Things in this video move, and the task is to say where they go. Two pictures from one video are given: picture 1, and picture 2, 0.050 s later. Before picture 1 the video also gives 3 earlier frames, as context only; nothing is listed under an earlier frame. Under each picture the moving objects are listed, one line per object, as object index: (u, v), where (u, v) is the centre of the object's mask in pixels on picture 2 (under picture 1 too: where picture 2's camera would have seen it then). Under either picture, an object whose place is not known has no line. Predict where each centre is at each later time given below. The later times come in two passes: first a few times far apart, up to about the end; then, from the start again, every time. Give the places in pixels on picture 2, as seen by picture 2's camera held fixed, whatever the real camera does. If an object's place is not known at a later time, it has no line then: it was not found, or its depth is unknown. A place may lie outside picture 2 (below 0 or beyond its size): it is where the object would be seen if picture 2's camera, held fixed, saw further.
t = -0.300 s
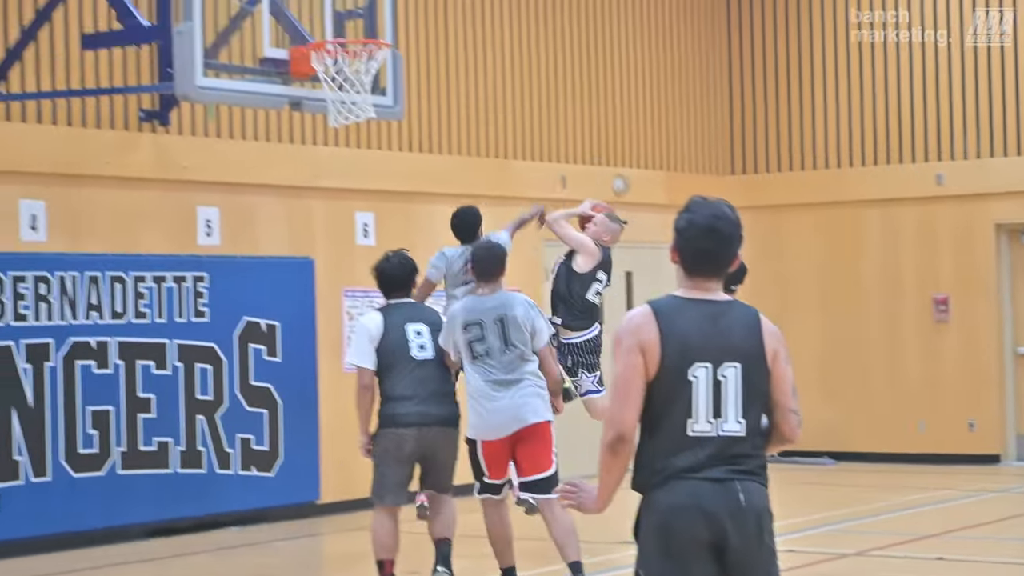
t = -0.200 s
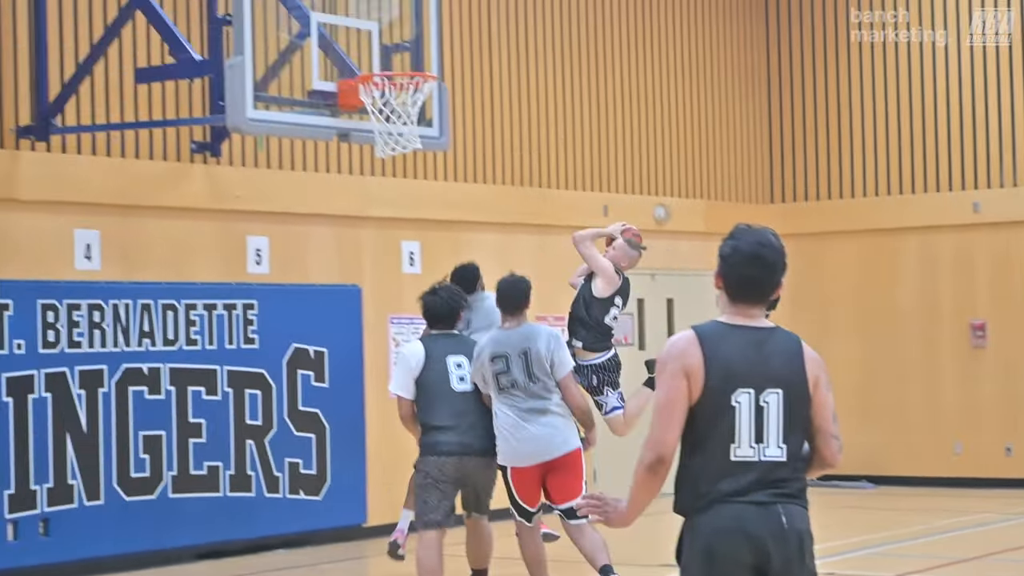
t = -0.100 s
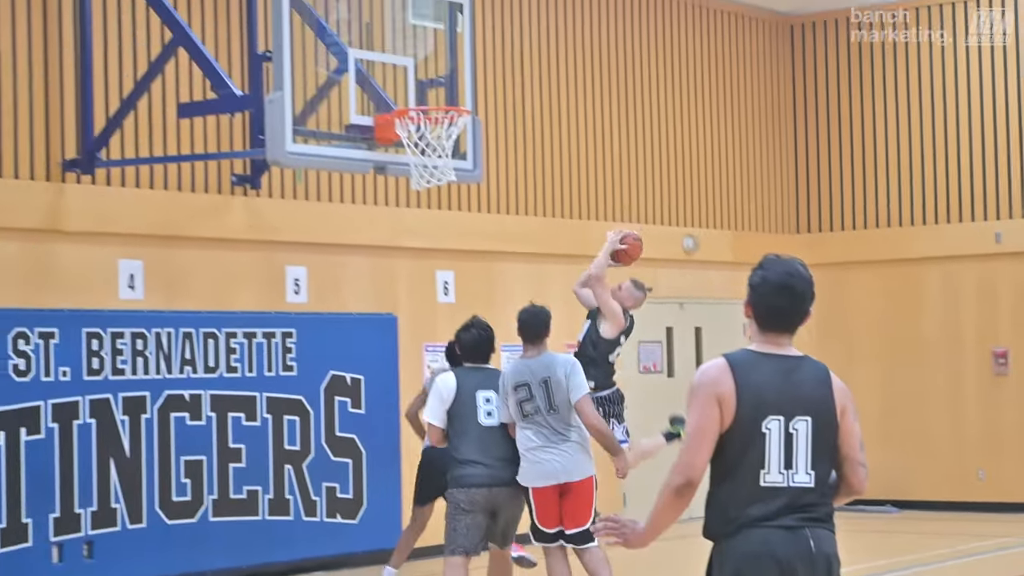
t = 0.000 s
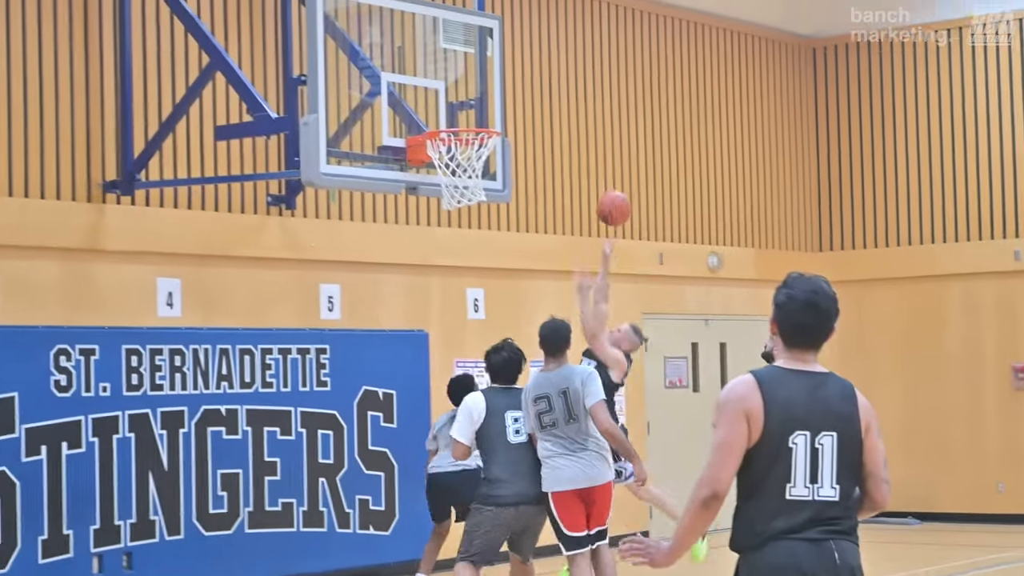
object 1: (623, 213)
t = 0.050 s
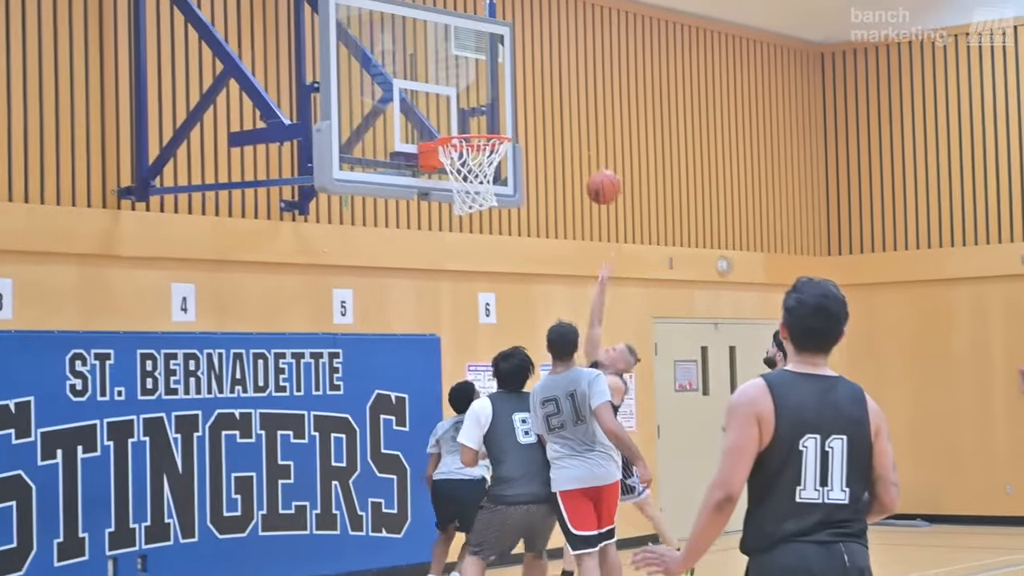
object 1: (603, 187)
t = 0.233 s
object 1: (528, 121)
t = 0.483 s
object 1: (496, 108)
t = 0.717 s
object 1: (499, 107)
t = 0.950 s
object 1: (495, 117)
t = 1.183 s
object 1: (477, 119)
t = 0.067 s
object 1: (596, 179)
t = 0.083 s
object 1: (590, 171)
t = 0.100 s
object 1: (582, 164)
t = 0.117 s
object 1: (576, 158)
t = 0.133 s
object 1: (569, 151)
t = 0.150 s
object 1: (562, 145)
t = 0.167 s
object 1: (554, 139)
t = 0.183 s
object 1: (548, 135)
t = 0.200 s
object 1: (542, 129)
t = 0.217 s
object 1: (534, 125)
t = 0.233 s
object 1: (528, 121)
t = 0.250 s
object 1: (521, 117)
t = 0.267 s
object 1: (514, 115)
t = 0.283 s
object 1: (507, 112)
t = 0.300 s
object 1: (500, 109)
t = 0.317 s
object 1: (493, 108)
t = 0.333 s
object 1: (493, 106)
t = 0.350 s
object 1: (493, 105)
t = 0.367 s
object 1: (493, 104)
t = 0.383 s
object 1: (493, 103)
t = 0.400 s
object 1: (494, 103)
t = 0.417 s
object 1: (494, 103)
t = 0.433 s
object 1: (495, 104)
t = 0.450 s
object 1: (495, 105)
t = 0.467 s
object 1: (495, 107)
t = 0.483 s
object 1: (496, 108)
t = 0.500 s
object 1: (496, 110)
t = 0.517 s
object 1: (497, 113)
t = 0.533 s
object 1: (498, 117)
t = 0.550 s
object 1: (498, 120)
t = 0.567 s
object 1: (498, 122)
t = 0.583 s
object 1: (499, 121)
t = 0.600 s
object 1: (499, 119)
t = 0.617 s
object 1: (499, 117)
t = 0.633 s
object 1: (499, 114)
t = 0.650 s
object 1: (499, 112)
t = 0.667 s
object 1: (499, 110)
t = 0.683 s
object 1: (499, 109)
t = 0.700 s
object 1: (499, 108)
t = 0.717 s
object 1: (499, 107)
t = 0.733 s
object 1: (499, 107)
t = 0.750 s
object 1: (499, 107)
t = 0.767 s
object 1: (499, 108)
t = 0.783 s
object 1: (499, 109)
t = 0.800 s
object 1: (499, 111)
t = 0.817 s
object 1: (500, 113)
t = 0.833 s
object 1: (500, 115)
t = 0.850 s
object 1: (500, 118)
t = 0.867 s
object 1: (500, 120)
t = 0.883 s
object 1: (499, 120)
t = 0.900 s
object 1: (498, 119)
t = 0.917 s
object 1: (497, 119)
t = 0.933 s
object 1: (496, 118)
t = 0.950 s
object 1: (495, 117)
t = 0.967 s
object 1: (494, 118)
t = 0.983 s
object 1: (493, 118)
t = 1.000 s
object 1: (492, 119)
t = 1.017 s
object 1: (491, 119)
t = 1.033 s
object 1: (490, 119)
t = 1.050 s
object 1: (488, 119)
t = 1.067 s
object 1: (487, 119)
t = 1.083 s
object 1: (485, 119)
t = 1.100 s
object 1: (484, 119)
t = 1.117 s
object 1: (483, 119)
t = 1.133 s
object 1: (481, 119)
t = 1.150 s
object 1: (480, 119)
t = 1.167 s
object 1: (479, 119)
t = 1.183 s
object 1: (477, 119)
